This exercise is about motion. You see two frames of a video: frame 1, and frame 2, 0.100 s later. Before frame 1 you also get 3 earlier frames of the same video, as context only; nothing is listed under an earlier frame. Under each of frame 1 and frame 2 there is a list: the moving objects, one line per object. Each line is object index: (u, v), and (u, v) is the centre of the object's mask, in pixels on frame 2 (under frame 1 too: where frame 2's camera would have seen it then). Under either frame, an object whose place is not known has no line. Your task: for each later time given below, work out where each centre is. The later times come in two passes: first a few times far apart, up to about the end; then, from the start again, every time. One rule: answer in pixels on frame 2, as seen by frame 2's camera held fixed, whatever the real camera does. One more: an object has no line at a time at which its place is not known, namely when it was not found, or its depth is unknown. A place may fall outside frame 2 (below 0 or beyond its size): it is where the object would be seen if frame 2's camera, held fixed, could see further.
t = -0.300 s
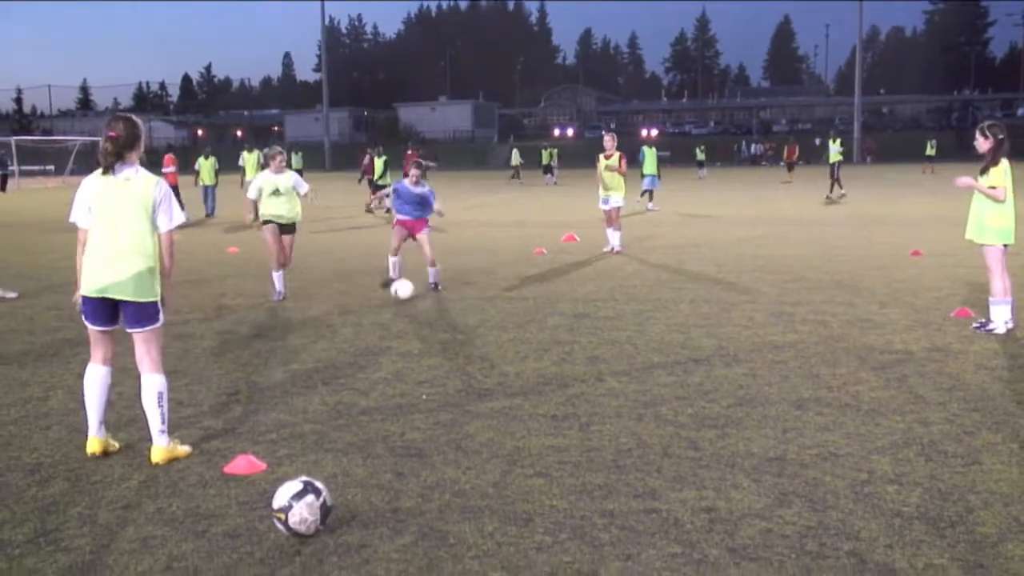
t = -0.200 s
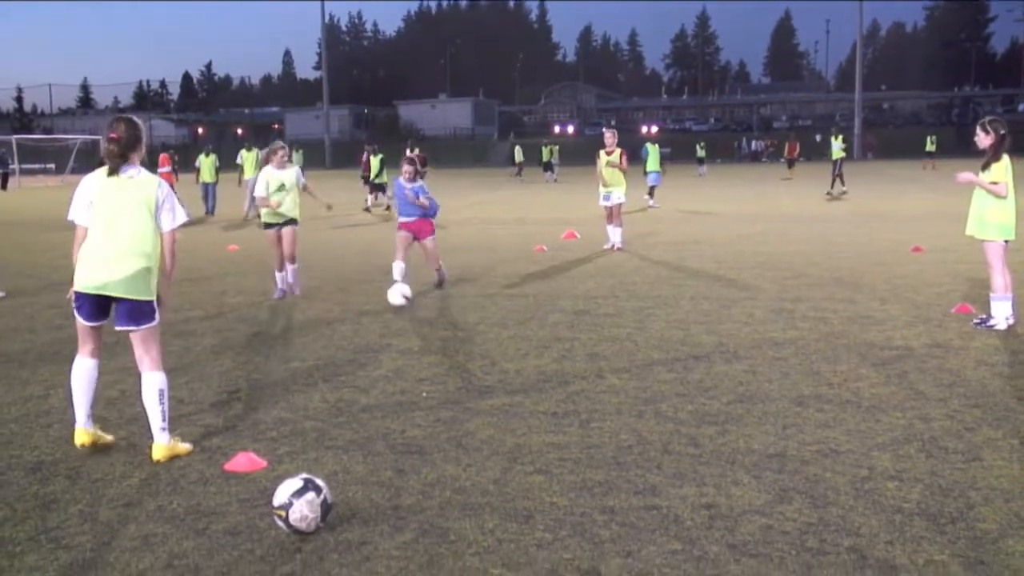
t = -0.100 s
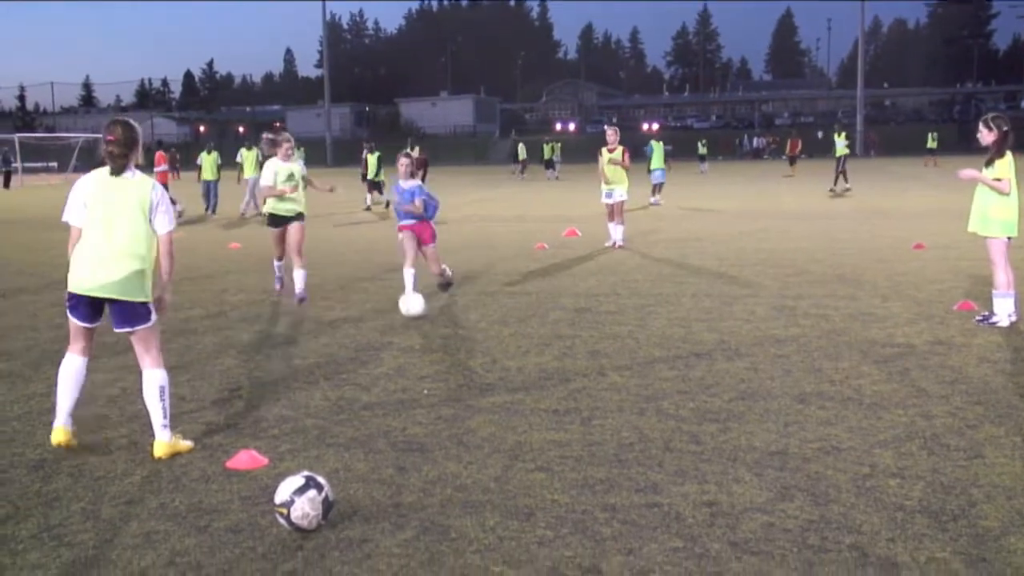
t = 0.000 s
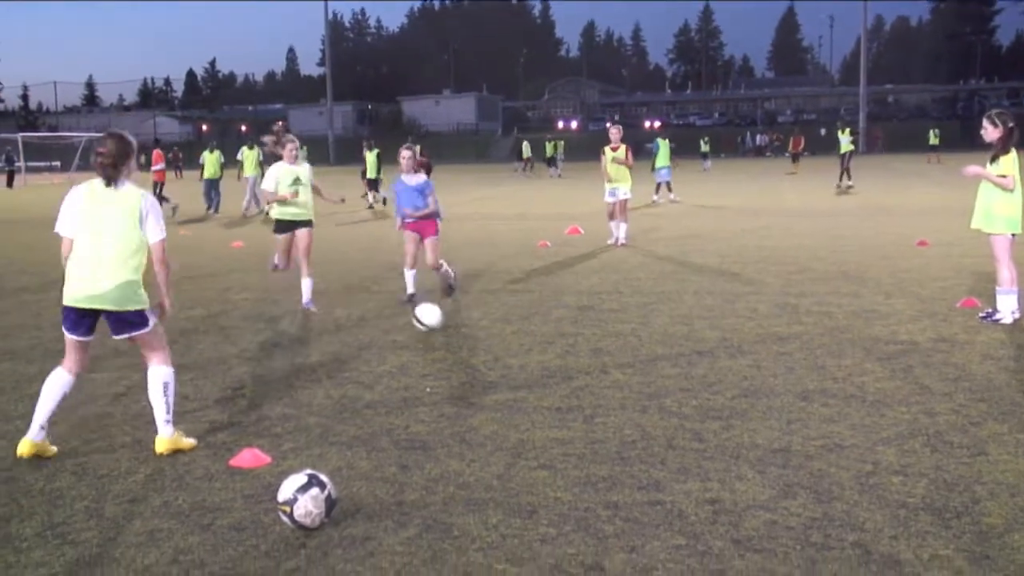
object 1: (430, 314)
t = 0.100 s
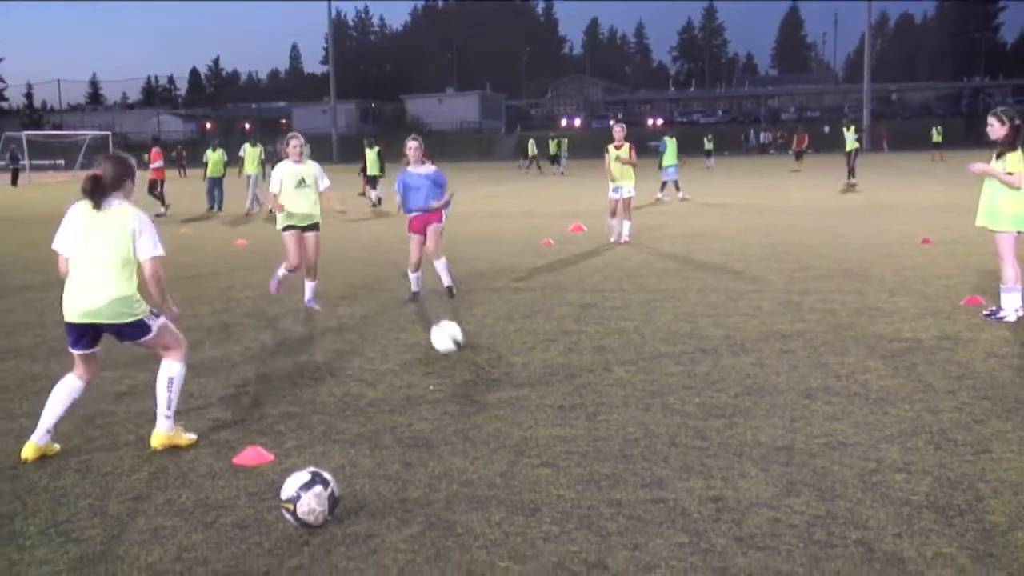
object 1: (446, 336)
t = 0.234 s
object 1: (465, 359)
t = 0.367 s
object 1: (483, 388)
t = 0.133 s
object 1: (451, 340)
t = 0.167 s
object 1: (455, 344)
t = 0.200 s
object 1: (460, 350)
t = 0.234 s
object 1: (465, 359)
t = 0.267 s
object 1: (471, 369)
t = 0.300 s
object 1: (476, 379)
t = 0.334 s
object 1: (480, 383)
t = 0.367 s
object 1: (483, 388)
